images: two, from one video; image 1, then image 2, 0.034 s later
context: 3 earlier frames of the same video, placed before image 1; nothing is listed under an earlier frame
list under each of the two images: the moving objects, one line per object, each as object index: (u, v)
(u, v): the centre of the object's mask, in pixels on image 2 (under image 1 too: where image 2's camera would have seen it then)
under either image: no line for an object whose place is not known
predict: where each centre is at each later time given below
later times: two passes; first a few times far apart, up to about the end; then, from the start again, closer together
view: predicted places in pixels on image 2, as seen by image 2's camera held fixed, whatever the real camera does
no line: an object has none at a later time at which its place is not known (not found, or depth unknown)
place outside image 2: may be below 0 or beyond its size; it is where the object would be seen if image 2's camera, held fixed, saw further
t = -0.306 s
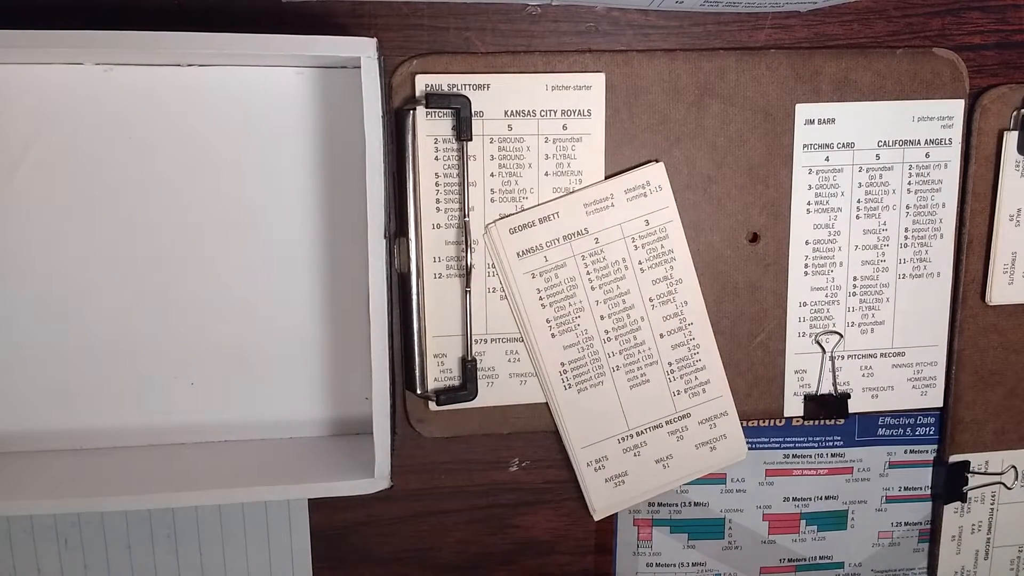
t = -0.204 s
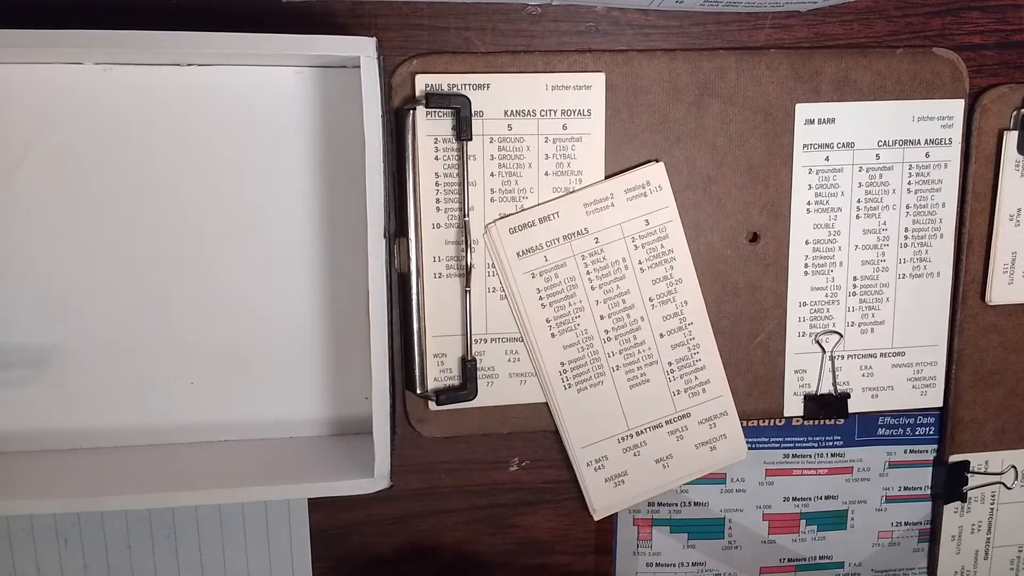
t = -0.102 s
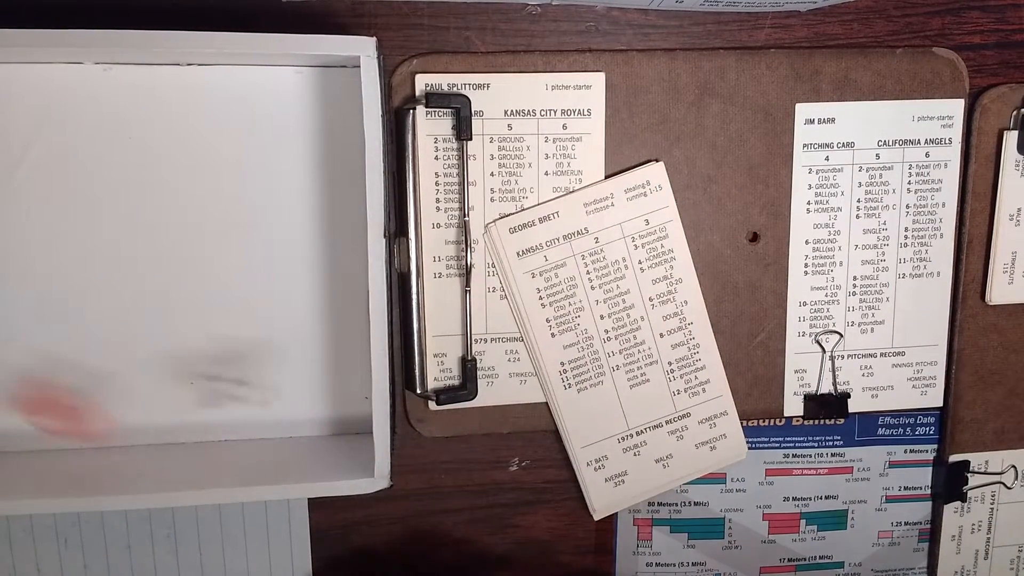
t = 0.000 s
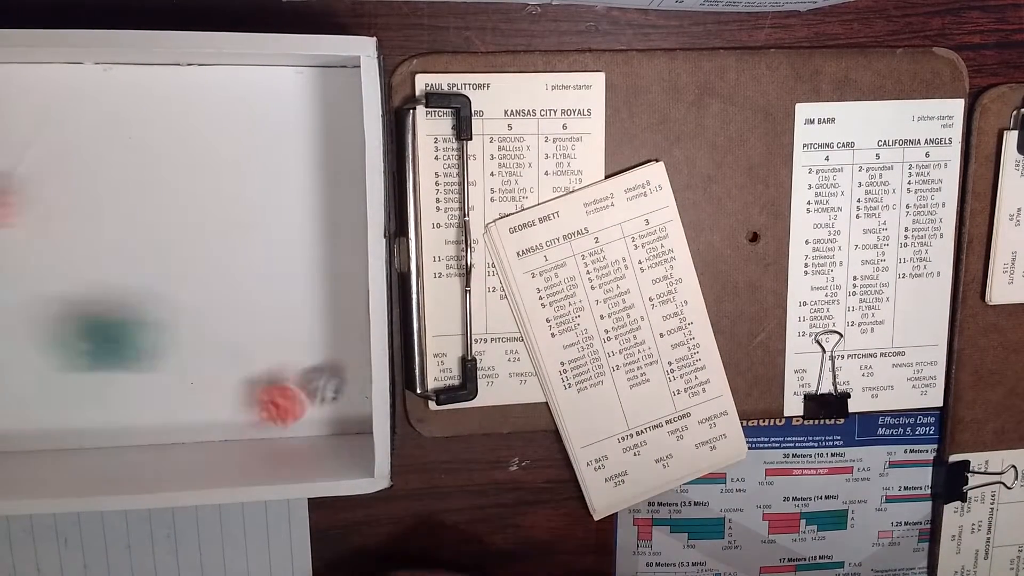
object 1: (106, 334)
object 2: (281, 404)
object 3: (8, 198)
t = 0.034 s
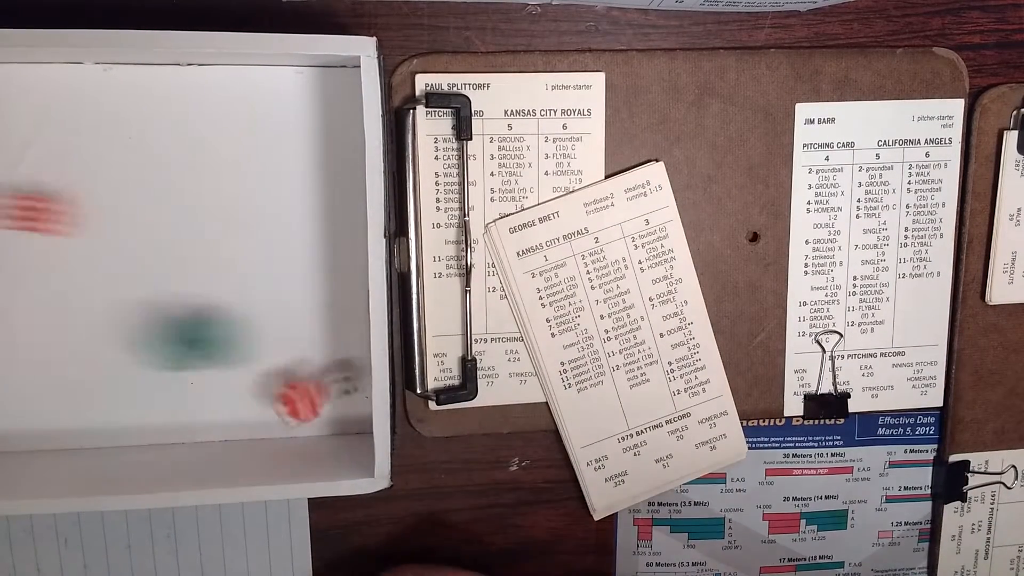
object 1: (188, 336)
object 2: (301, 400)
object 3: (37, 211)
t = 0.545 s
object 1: (323, 351)
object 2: (335, 419)
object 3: (18, 104)
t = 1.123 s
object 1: (323, 352)
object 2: (336, 419)
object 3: (18, 104)
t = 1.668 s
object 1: (323, 351)
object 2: (335, 419)
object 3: (18, 103)
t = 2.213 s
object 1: (323, 352)
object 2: (335, 419)
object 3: (18, 103)
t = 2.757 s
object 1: (323, 350)
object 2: (335, 419)
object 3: (19, 103)
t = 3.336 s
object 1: (323, 350)
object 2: (335, 419)
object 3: (19, 104)
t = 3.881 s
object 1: (323, 350)
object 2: (335, 419)
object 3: (19, 104)
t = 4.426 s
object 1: (323, 350)
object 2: (335, 419)
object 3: (19, 103)
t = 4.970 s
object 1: (323, 350)
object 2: (335, 419)
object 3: (19, 104)
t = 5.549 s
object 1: (323, 351)
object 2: (336, 419)
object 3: (18, 103)
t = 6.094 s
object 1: (323, 350)
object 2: (335, 419)
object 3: (19, 103)
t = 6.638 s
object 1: (323, 350)
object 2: (335, 418)
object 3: (19, 103)
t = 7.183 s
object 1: (323, 350)
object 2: (335, 418)
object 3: (19, 103)
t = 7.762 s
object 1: (323, 352)
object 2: (335, 419)
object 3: (19, 103)
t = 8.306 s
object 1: (323, 352)
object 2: (336, 419)
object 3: (19, 104)
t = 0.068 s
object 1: (277, 338)
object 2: (318, 391)
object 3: (88, 226)
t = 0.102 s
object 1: (337, 342)
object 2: (327, 406)
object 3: (124, 236)
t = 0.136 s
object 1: (322, 331)
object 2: (332, 422)
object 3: (170, 251)
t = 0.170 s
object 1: (299, 312)
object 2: (332, 418)
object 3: (211, 259)
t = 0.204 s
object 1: (285, 293)
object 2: (334, 417)
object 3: (225, 254)
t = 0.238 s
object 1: (295, 299)
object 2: (336, 418)
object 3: (182, 224)
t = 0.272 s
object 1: (306, 312)
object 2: (336, 417)
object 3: (151, 193)
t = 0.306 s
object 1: (314, 321)
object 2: (336, 418)
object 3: (114, 170)
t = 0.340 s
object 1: (319, 331)
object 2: (336, 418)
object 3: (79, 154)
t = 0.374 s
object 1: (323, 340)
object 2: (336, 418)
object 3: (54, 143)
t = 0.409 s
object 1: (323, 345)
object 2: (336, 418)
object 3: (33, 130)
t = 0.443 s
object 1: (322, 349)
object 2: (335, 419)
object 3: (23, 114)
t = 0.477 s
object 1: (323, 351)
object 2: (335, 419)
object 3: (19, 106)
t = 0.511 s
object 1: (323, 351)
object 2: (335, 419)
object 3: (18, 104)
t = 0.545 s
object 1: (323, 351)
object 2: (335, 419)
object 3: (18, 104)
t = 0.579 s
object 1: (323, 351)
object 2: (335, 419)
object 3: (18, 104)
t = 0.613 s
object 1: (323, 351)
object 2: (335, 419)
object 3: (18, 104)
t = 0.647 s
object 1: (323, 351)
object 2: (335, 419)
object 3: (18, 104)
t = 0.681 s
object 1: (323, 351)
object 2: (335, 419)
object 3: (18, 104)
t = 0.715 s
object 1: (323, 351)
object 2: (335, 419)
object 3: (18, 103)
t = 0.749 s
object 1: (323, 351)
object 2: (335, 419)
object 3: (18, 103)
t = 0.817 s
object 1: (323, 352)
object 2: (336, 419)
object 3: (18, 104)
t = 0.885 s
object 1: (323, 352)
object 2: (336, 419)
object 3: (18, 103)
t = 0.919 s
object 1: (323, 352)
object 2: (336, 419)
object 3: (18, 104)
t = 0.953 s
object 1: (323, 352)
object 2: (336, 419)
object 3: (18, 103)
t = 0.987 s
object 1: (323, 352)
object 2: (336, 419)
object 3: (18, 104)
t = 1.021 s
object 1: (323, 352)
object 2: (336, 419)
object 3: (18, 104)
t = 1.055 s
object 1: (323, 352)
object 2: (336, 419)
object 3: (18, 104)
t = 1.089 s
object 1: (323, 352)
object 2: (336, 419)
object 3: (18, 103)
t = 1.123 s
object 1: (323, 352)
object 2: (336, 419)
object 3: (18, 104)
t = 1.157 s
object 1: (323, 352)
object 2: (336, 419)
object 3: (18, 103)
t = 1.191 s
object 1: (323, 351)
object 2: (336, 419)
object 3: (18, 103)
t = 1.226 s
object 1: (323, 352)
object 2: (336, 419)
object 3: (18, 104)
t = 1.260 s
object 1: (323, 351)
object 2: (336, 419)
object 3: (18, 103)
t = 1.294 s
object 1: (323, 351)
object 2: (336, 419)
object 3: (18, 103)
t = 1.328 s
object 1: (323, 351)
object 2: (336, 419)
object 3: (18, 103)
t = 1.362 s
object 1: (323, 351)
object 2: (336, 419)
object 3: (18, 103)
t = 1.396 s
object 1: (323, 351)
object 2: (336, 419)
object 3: (18, 103)
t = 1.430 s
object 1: (323, 352)
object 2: (336, 419)
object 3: (18, 103)
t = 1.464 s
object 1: (323, 351)
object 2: (335, 419)
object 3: (18, 103)
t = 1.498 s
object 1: (323, 351)
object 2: (336, 419)
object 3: (18, 103)
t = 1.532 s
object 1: (323, 351)
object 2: (336, 419)
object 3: (18, 103)
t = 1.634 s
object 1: (323, 351)
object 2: (336, 419)
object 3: (18, 103)
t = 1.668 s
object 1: (323, 351)
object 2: (335, 419)
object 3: (18, 103)
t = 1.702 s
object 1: (323, 351)
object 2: (335, 419)
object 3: (18, 103)
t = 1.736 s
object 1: (323, 351)
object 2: (335, 419)
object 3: (18, 103)
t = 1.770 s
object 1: (323, 351)
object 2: (336, 419)
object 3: (18, 103)
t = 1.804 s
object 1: (323, 351)
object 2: (336, 419)
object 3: (18, 103)
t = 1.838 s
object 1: (323, 351)
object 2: (335, 419)
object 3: (18, 103)
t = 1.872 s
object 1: (323, 351)
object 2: (335, 419)
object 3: (18, 103)
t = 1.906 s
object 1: (323, 351)
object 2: (335, 419)
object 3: (18, 103)
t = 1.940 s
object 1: (323, 351)
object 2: (335, 419)
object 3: (18, 103)
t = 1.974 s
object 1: (323, 351)
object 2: (335, 419)
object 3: (18, 103)
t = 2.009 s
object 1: (323, 351)
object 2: (335, 419)
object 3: (18, 103)
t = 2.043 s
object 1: (323, 351)
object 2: (335, 419)
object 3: (18, 103)
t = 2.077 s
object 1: (323, 351)
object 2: (335, 419)
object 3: (18, 103)
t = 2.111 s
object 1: (323, 351)
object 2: (335, 419)
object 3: (18, 103)
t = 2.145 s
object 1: (323, 351)
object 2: (335, 419)
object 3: (18, 103)
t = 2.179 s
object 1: (323, 352)
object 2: (335, 419)
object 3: (18, 103)
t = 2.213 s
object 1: (323, 352)
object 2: (335, 419)
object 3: (18, 103)
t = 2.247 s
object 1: (323, 351)
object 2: (335, 419)
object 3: (18, 103)
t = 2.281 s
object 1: (323, 352)
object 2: (335, 419)
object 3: (18, 103)
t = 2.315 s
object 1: (323, 351)
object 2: (335, 419)
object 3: (18, 103)
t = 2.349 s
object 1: (323, 351)
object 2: (335, 419)
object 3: (18, 103)
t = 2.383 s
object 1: (323, 351)
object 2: (335, 419)
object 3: (18, 103)
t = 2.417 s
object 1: (323, 351)
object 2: (335, 419)
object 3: (18, 103)
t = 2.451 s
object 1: (323, 351)
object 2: (335, 419)
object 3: (18, 103)
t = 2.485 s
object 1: (323, 351)
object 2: (335, 419)
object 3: (18, 103)
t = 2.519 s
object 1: (323, 351)
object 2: (335, 419)
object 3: (18, 103)
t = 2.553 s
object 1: (323, 351)
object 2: (335, 419)
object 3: (18, 103)
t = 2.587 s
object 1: (323, 352)
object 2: (335, 419)
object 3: (19, 103)
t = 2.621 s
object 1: (323, 351)
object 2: (336, 419)
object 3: (19, 103)
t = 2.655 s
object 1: (323, 350)
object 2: (335, 419)
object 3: (19, 103)
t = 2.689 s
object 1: (323, 350)
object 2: (335, 419)
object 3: (19, 103)
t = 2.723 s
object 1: (323, 350)
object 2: (335, 419)
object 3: (19, 103)
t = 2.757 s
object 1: (323, 350)
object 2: (335, 419)
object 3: (19, 103)
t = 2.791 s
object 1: (323, 350)
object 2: (335, 419)
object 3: (19, 104)
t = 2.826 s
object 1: (323, 350)
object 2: (335, 419)
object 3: (19, 104)
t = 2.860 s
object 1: (323, 350)
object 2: (335, 419)
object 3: (19, 104)
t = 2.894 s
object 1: (323, 350)
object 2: (335, 419)
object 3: (19, 104)
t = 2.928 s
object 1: (323, 350)
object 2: (335, 419)
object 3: (19, 104)
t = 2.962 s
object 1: (323, 350)
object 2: (335, 419)
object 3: (19, 104)
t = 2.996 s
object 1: (323, 350)
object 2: (335, 419)
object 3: (19, 104)
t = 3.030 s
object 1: (323, 350)
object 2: (335, 419)
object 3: (19, 104)
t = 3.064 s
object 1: (323, 350)
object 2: (335, 419)
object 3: (19, 104)
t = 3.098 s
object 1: (323, 350)
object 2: (335, 419)
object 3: (19, 104)
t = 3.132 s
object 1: (323, 350)
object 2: (335, 419)
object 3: (19, 104)
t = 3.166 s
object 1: (323, 350)
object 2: (335, 419)
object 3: (19, 104)
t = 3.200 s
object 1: (323, 350)
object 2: (335, 419)
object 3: (19, 104)
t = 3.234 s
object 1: (323, 350)
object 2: (335, 419)
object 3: (19, 104)
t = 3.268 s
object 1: (323, 350)
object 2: (335, 419)
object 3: (19, 104)
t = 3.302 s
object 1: (323, 350)
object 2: (335, 419)
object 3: (19, 104)
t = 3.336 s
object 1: (323, 350)
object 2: (335, 419)
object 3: (19, 104)
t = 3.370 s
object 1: (323, 350)
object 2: (335, 419)
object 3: (19, 104)
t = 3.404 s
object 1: (323, 350)
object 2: (335, 419)
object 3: (19, 104)
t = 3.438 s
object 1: (323, 350)
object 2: (335, 419)
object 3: (19, 104)
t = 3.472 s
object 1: (323, 350)
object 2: (335, 419)
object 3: (19, 104)
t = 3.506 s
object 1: (323, 350)
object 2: (335, 419)
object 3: (19, 104)
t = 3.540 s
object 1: (323, 350)
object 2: (335, 419)
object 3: (19, 104)
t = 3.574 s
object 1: (323, 350)
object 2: (335, 419)
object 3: (19, 103)
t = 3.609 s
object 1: (323, 350)
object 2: (335, 419)
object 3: (19, 104)
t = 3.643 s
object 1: (323, 350)
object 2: (335, 419)
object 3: (19, 104)
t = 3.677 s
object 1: (323, 350)
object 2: (335, 419)
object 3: (19, 104)
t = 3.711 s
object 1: (323, 350)
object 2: (335, 419)
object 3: (19, 104)
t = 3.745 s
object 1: (323, 350)
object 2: (335, 419)
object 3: (19, 104)
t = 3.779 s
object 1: (323, 350)
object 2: (335, 419)
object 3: (19, 104)
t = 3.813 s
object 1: (323, 350)
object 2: (335, 419)
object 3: (19, 104)
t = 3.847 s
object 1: (323, 350)
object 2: (335, 419)
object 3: (19, 104)
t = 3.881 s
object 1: (323, 350)
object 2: (335, 419)
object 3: (19, 104)
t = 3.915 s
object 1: (323, 350)
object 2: (335, 419)
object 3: (19, 104)
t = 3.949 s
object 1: (323, 350)
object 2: (335, 419)
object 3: (19, 104)
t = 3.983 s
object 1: (323, 350)
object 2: (335, 419)
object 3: (19, 104)
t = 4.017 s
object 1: (323, 350)
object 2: (335, 419)
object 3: (19, 104)
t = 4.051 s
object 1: (323, 350)
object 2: (335, 419)
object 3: (19, 104)
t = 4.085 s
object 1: (323, 350)
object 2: (335, 419)
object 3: (19, 104)
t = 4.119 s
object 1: (323, 350)
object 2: (335, 419)
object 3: (19, 104)
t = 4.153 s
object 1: (323, 350)
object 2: (335, 419)
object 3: (19, 104)
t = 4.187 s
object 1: (323, 350)
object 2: (335, 419)
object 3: (19, 104)
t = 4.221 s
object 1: (323, 350)
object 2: (335, 419)
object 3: (19, 104)
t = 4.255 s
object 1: (323, 350)
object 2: (335, 419)
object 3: (19, 104)
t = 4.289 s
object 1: (323, 350)
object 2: (335, 419)
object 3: (19, 104)
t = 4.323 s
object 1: (323, 350)
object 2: (335, 419)
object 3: (19, 104)
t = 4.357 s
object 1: (323, 350)
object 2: (335, 419)
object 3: (19, 104)
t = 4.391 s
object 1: (323, 350)
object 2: (335, 419)
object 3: (19, 103)
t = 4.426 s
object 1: (323, 350)
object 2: (335, 419)
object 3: (19, 103)
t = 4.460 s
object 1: (323, 350)
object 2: (335, 419)
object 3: (19, 104)
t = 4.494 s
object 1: (323, 350)
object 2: (335, 419)
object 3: (19, 104)
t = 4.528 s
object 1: (323, 350)
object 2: (335, 419)
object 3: (19, 104)
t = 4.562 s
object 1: (323, 350)
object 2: (335, 419)
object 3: (19, 104)
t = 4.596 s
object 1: (323, 350)
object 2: (335, 419)
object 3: (19, 104)
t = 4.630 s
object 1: (323, 350)
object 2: (335, 419)
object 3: (19, 104)
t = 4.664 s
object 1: (323, 350)
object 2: (335, 419)
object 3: (19, 104)
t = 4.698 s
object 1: (323, 350)
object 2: (335, 419)
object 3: (19, 104)
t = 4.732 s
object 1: (323, 350)
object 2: (335, 419)
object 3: (19, 104)
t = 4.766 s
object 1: (323, 350)
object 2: (335, 419)
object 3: (19, 104)
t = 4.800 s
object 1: (323, 350)
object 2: (335, 419)
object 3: (19, 104)
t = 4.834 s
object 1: (323, 350)
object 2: (335, 419)
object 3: (19, 104)
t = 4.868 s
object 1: (323, 350)
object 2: (335, 419)
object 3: (19, 104)
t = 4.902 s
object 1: (323, 350)
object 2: (335, 419)
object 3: (19, 104)
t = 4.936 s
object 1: (323, 350)
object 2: (335, 419)
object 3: (19, 104)
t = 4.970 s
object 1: (323, 350)
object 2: (335, 419)
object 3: (19, 104)
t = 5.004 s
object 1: (323, 350)
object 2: (336, 419)
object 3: (19, 104)
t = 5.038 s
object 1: (323, 350)
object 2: (336, 419)
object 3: (19, 104)
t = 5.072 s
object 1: (323, 350)
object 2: (335, 419)
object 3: (19, 103)
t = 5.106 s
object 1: (323, 350)
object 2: (336, 419)
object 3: (19, 103)
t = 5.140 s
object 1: (323, 350)
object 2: (335, 419)
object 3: (19, 104)
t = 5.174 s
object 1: (323, 350)
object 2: (336, 419)
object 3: (18, 103)
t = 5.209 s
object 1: (323, 350)
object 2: (335, 419)
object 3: (18, 103)
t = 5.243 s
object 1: (323, 350)
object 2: (335, 419)
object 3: (19, 104)
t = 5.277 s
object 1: (323, 350)
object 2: (335, 419)
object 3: (18, 103)
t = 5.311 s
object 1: (323, 350)
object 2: (336, 419)
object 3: (18, 103)
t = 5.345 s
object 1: (323, 351)
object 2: (336, 419)
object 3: (18, 103)
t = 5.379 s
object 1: (323, 351)
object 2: (336, 419)
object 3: (19, 103)
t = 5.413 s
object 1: (323, 351)
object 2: (336, 419)
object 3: (18, 103)
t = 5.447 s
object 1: (323, 351)
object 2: (336, 419)
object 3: (18, 103)
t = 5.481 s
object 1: (323, 351)
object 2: (336, 419)
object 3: (19, 103)
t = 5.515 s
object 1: (323, 351)
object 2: (336, 419)
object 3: (19, 103)
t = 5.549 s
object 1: (323, 351)
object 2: (336, 419)
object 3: (18, 103)
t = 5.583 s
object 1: (323, 351)
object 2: (336, 419)
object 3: (18, 103)
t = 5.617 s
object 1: (323, 351)
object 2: (336, 419)
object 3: (18, 103)
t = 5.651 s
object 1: (323, 351)
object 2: (336, 419)
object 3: (18, 103)
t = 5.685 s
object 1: (323, 351)
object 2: (336, 419)
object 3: (18, 103)
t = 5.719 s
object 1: (323, 351)
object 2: (336, 419)
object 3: (18, 103)
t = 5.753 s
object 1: (323, 351)
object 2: (336, 419)
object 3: (18, 103)
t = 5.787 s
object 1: (323, 351)
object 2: (336, 419)
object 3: (18, 103)
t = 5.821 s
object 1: (323, 351)
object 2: (336, 419)
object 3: (18, 103)
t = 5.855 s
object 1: (323, 351)
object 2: (336, 419)
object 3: (18, 103)
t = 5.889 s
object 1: (323, 351)
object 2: (336, 419)
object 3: (18, 103)
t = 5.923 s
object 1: (323, 351)
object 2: (336, 419)
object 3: (18, 103)
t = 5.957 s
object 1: (323, 351)
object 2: (335, 419)
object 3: (19, 103)
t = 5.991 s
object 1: (323, 351)
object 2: (335, 419)
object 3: (18, 103)
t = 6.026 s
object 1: (323, 351)
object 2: (335, 419)
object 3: (19, 103)
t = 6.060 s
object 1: (323, 350)
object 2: (336, 419)
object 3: (19, 103)
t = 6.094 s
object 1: (323, 350)
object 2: (335, 419)
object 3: (19, 103)
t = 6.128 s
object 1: (323, 350)
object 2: (335, 419)
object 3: (19, 103)
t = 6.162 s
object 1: (323, 350)
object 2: (336, 419)
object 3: (19, 103)
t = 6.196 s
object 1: (323, 350)
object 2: (335, 419)
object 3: (19, 103)
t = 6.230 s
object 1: (323, 350)
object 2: (335, 419)
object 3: (19, 103)
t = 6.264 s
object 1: (323, 350)
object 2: (335, 418)
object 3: (19, 103)
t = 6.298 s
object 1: (323, 350)
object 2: (335, 418)
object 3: (19, 103)
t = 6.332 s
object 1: (323, 350)
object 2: (335, 418)
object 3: (19, 103)
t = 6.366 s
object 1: (323, 350)
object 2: (335, 418)
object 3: (19, 103)
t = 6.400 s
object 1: (323, 350)
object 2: (335, 418)
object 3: (19, 103)
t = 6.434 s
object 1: (323, 350)
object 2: (335, 418)
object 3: (19, 103)
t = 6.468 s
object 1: (323, 350)
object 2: (335, 418)
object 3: (19, 103)
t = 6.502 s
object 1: (323, 350)
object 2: (335, 418)
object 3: (19, 103)
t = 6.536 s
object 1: (323, 350)
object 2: (335, 418)
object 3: (19, 103)
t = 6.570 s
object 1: (323, 350)
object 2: (336, 419)
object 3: (19, 103)
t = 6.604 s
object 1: (323, 350)
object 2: (335, 418)
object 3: (19, 103)
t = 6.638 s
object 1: (323, 350)
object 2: (335, 418)
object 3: (19, 103)
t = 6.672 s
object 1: (323, 350)
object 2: (335, 418)
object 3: (19, 103)
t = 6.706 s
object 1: (323, 350)
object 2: (335, 418)
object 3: (19, 103)
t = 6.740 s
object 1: (323, 350)
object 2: (335, 418)
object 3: (19, 103)
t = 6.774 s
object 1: (323, 350)
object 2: (335, 418)
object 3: (19, 103)
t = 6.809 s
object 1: (323, 350)
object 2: (335, 418)
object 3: (19, 103)
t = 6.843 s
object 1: (323, 350)
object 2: (335, 419)
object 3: (19, 103)
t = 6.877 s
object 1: (323, 350)
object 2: (335, 418)
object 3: (19, 103)
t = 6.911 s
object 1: (323, 350)
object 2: (335, 418)
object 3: (19, 104)
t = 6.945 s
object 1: (323, 350)
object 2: (335, 419)
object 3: (19, 104)
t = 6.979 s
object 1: (323, 350)
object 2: (335, 418)
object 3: (19, 103)
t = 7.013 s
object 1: (323, 350)
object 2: (335, 419)
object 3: (19, 103)
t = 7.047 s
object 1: (323, 350)
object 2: (335, 418)
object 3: (19, 103)
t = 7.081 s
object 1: (323, 350)
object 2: (335, 419)
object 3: (19, 103)
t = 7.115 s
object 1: (323, 350)
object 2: (335, 418)
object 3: (19, 103)
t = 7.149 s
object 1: (323, 350)
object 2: (335, 418)
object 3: (19, 103)
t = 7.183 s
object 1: (323, 350)
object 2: (335, 418)
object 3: (19, 103)
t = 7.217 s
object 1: (323, 350)
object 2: (335, 418)
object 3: (19, 103)
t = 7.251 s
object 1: (323, 350)
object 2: (335, 418)
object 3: (19, 103)
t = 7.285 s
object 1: (323, 351)
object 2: (335, 419)
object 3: (19, 103)
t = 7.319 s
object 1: (323, 350)
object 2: (335, 418)
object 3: (19, 103)
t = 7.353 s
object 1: (323, 351)
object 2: (335, 418)
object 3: (19, 103)
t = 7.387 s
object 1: (323, 351)
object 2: (335, 419)
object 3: (18, 103)
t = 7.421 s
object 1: (323, 351)
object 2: (335, 419)
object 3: (18, 103)
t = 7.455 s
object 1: (323, 351)
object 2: (335, 419)
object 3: (19, 104)
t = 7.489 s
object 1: (323, 351)
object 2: (335, 419)
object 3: (19, 103)
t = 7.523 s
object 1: (323, 351)
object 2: (336, 419)
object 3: (19, 103)
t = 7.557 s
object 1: (323, 351)
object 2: (336, 419)
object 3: (19, 103)
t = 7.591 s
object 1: (323, 351)
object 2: (336, 419)
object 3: (19, 103)
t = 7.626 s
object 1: (323, 352)
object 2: (335, 419)
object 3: (19, 104)
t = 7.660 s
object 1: (323, 352)
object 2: (335, 419)
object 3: (19, 104)
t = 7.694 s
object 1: (323, 352)
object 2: (335, 419)
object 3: (19, 104)
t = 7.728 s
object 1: (323, 352)
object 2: (335, 419)
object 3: (19, 104)
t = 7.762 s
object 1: (323, 352)
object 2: (335, 419)
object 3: (19, 103)
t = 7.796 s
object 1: (323, 352)
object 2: (335, 419)
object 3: (19, 103)
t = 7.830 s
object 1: (323, 352)
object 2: (336, 419)
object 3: (19, 104)
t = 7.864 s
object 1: (323, 352)
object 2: (336, 419)
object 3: (19, 104)
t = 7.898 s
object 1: (323, 352)
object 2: (335, 419)
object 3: (19, 104)
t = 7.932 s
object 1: (323, 352)
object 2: (336, 419)
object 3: (19, 104)
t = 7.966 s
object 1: (323, 352)
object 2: (336, 419)
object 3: (19, 104)
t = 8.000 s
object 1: (323, 352)
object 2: (336, 419)
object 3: (19, 104)
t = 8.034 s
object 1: (323, 352)
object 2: (336, 419)
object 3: (19, 104)
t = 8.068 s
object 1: (323, 351)
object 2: (336, 419)
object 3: (19, 104)
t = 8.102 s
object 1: (323, 352)
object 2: (336, 419)
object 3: (19, 104)
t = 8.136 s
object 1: (323, 352)
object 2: (336, 419)
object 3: (19, 104)
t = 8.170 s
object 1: (323, 352)
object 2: (336, 419)
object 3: (19, 104)
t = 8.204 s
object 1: (323, 352)
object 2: (336, 419)
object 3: (19, 104)
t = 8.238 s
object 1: (323, 352)
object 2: (336, 419)
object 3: (19, 104)
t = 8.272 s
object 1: (323, 352)
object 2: (336, 419)
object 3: (19, 104)
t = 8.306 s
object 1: (323, 352)
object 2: (336, 419)
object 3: (19, 104)
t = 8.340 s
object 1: (323, 351)
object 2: (336, 419)
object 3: (19, 104)
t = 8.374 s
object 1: (323, 352)
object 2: (336, 419)
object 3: (19, 104)
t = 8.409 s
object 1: (323, 351)
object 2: (336, 419)
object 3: (19, 104)
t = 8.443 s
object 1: (323, 352)
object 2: (336, 419)
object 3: (19, 104)
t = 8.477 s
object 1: (323, 352)
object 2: (335, 419)
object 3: (19, 104)
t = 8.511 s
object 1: (323, 352)
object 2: (336, 419)
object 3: (19, 104)
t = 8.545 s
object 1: (323, 352)
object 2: (335, 419)
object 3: (19, 104)
